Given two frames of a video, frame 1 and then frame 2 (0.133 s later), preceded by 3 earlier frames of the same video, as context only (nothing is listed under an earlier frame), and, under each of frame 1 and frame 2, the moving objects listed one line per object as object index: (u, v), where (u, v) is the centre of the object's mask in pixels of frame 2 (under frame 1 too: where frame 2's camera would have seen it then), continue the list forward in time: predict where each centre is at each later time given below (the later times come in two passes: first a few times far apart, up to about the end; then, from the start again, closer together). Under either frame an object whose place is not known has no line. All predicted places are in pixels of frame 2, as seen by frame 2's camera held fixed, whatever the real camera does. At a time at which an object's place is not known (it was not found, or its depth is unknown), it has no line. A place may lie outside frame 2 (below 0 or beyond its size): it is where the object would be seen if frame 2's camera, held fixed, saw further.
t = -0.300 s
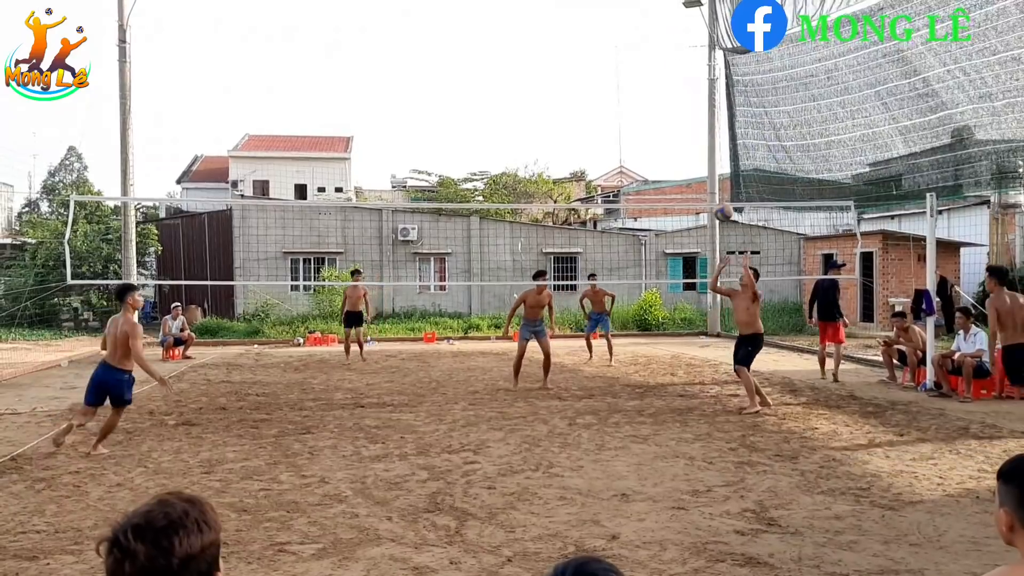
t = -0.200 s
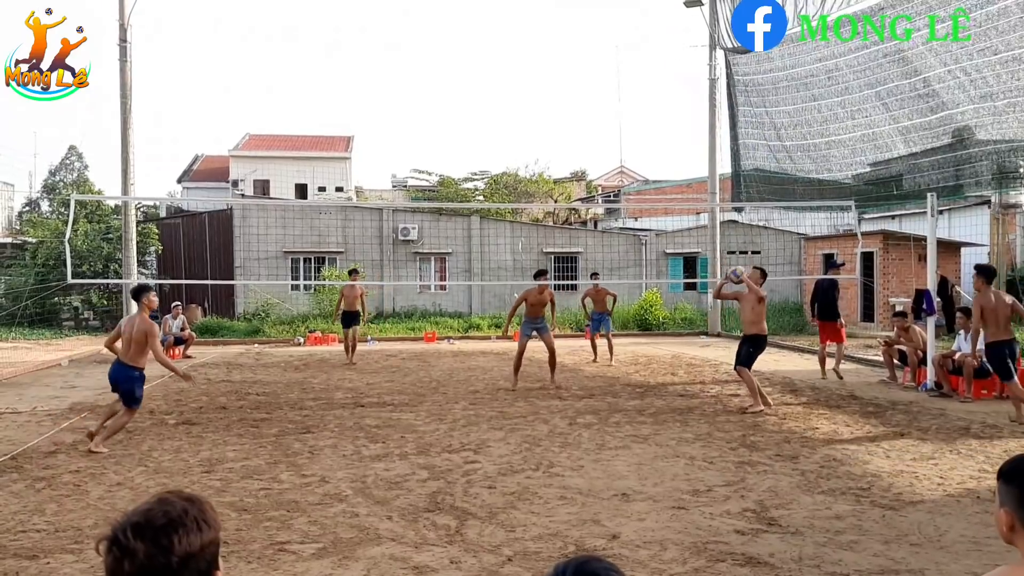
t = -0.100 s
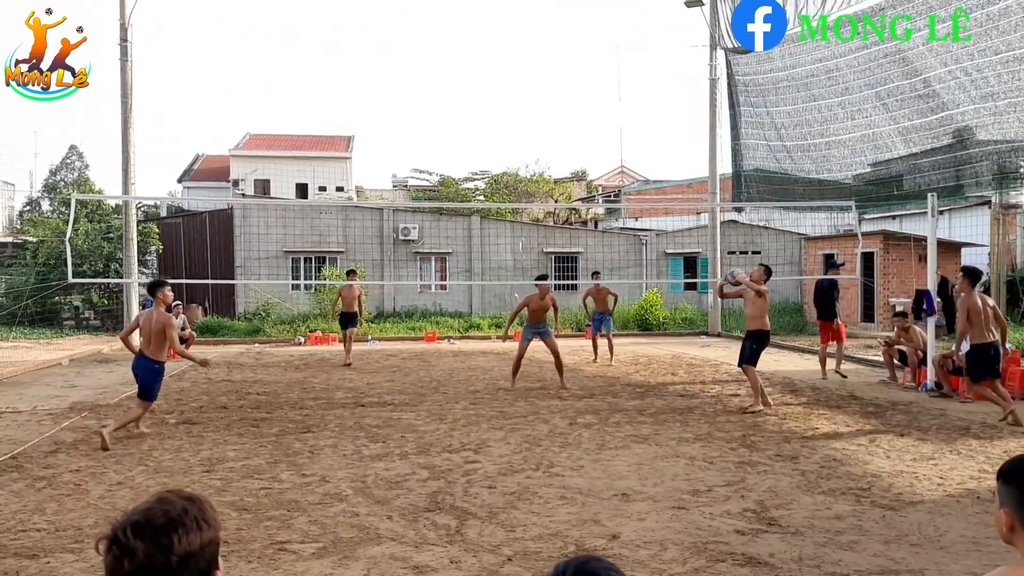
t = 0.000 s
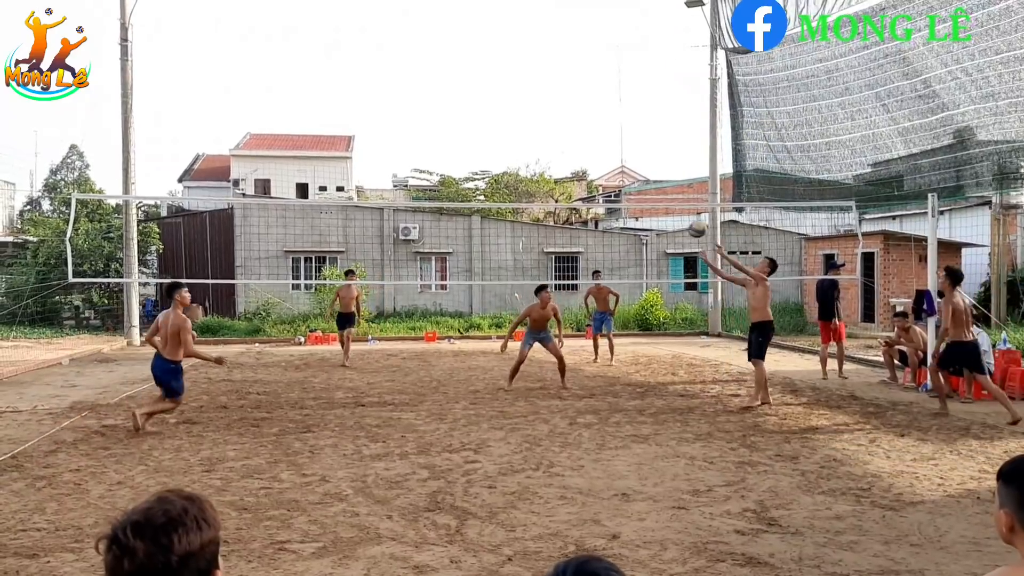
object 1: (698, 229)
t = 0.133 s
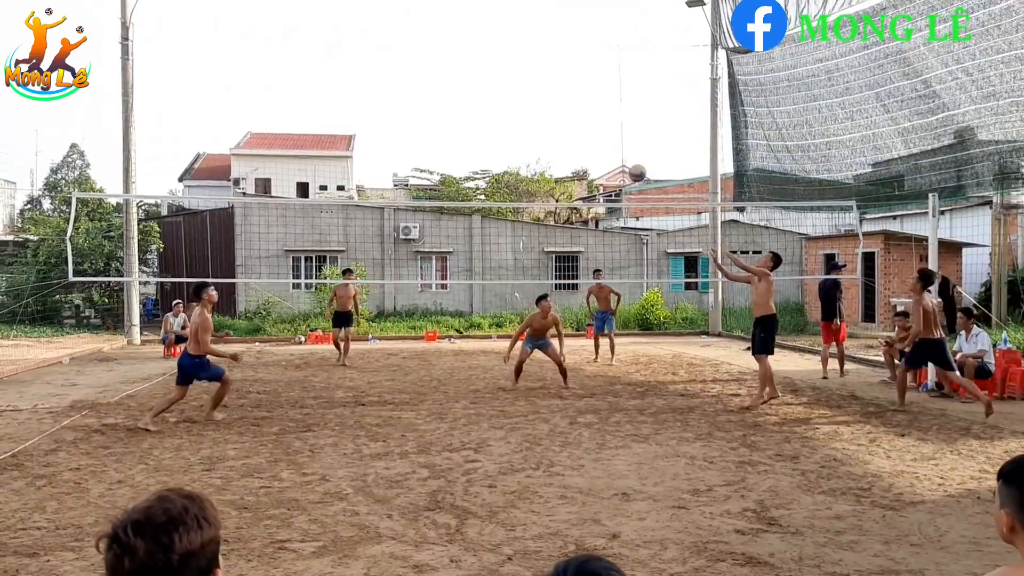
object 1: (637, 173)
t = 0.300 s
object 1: (564, 125)
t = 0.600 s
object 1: (438, 98)
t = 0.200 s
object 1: (608, 151)
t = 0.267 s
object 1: (579, 133)
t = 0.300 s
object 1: (564, 125)
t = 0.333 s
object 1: (550, 119)
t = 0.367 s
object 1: (536, 113)
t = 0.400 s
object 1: (522, 108)
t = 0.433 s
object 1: (508, 104)
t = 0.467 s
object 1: (494, 101)
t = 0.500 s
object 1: (480, 99)
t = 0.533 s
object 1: (466, 98)
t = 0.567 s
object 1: (452, 97)
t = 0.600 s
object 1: (438, 98)
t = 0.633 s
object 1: (425, 99)
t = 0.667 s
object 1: (411, 102)
